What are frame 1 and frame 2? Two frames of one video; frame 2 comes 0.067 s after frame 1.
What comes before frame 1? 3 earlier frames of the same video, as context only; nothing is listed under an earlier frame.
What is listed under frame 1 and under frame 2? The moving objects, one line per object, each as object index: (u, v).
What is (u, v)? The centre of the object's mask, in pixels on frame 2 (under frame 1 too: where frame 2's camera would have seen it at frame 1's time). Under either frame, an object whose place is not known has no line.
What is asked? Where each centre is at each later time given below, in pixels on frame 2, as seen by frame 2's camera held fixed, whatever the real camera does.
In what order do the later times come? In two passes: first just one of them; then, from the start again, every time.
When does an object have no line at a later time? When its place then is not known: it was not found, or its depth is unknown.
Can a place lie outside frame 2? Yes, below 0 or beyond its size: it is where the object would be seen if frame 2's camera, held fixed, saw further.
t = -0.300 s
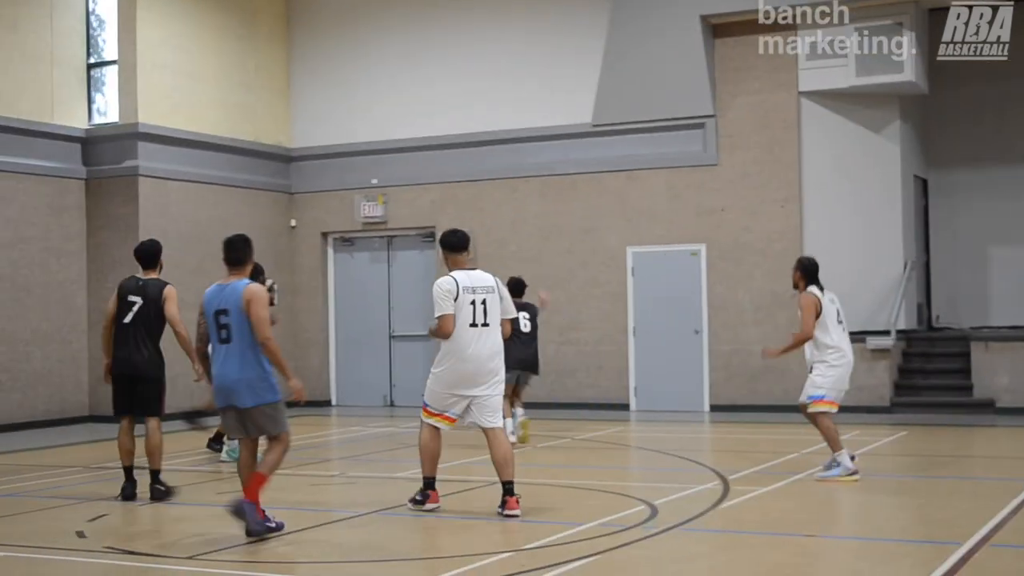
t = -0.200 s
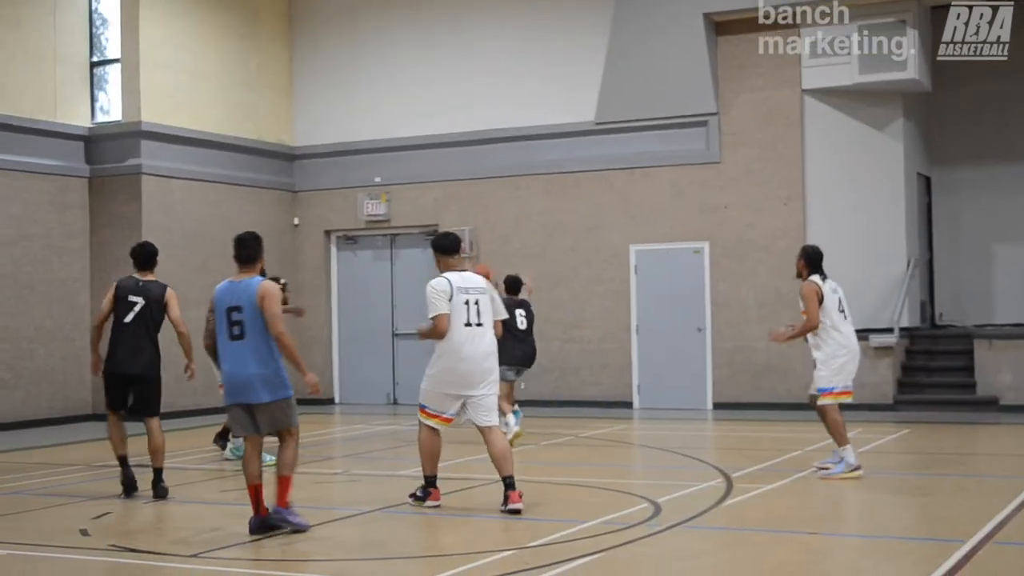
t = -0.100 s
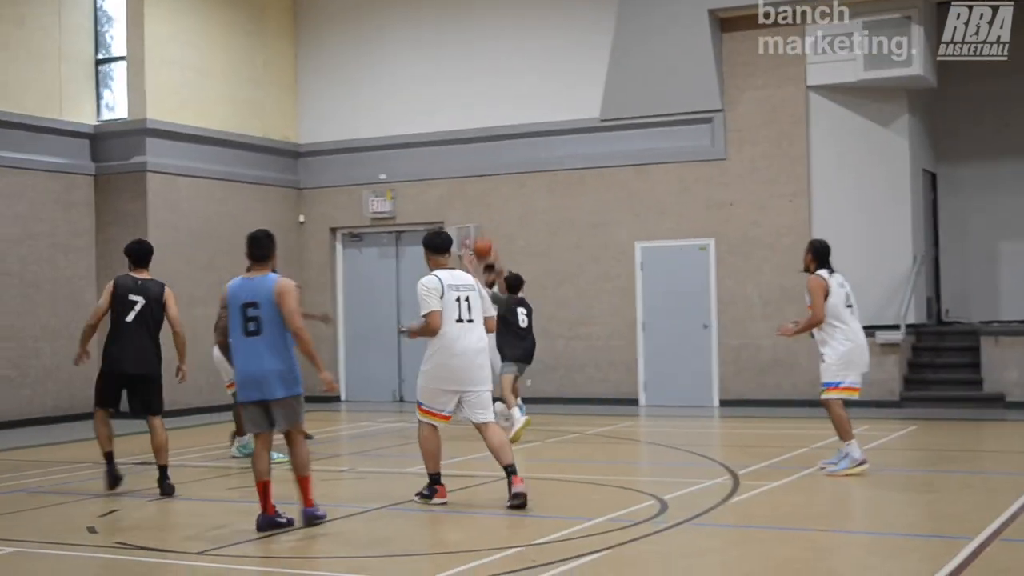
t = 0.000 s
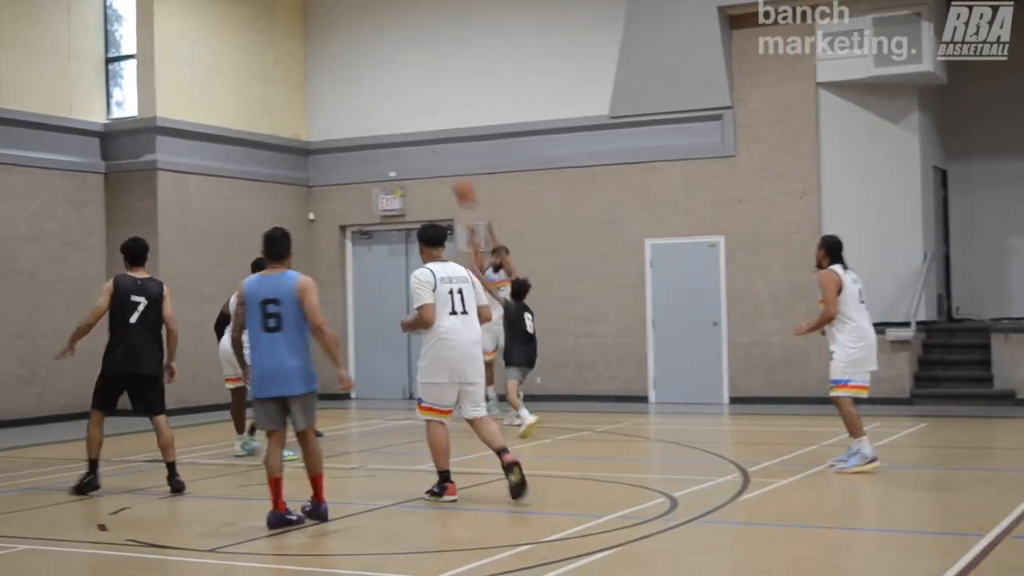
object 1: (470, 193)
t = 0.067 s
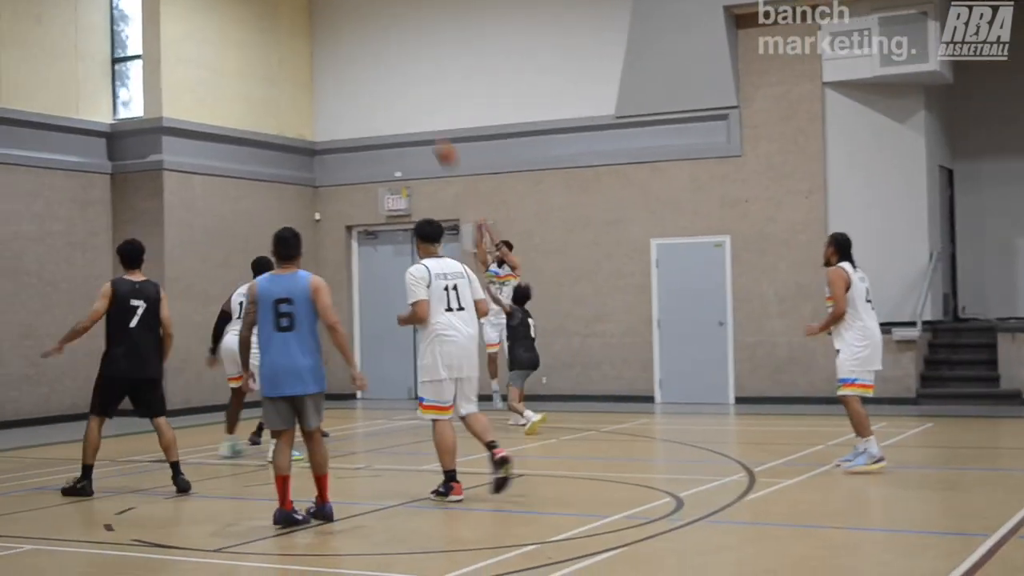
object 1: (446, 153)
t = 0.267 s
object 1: (368, 52)
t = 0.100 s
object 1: (434, 136)
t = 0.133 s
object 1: (420, 116)
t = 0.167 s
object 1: (407, 99)
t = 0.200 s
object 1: (395, 85)
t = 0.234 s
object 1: (382, 67)
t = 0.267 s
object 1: (368, 52)
